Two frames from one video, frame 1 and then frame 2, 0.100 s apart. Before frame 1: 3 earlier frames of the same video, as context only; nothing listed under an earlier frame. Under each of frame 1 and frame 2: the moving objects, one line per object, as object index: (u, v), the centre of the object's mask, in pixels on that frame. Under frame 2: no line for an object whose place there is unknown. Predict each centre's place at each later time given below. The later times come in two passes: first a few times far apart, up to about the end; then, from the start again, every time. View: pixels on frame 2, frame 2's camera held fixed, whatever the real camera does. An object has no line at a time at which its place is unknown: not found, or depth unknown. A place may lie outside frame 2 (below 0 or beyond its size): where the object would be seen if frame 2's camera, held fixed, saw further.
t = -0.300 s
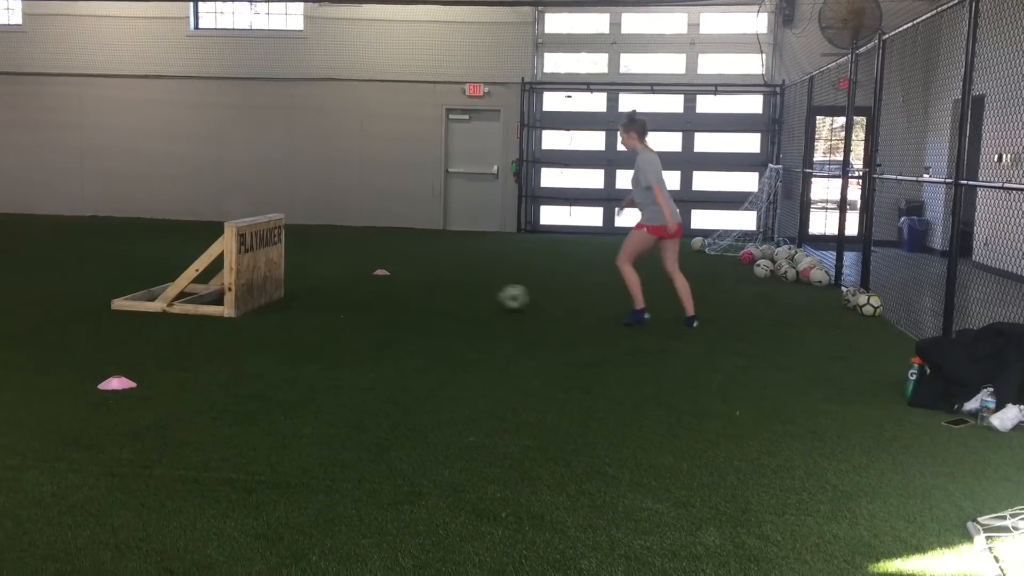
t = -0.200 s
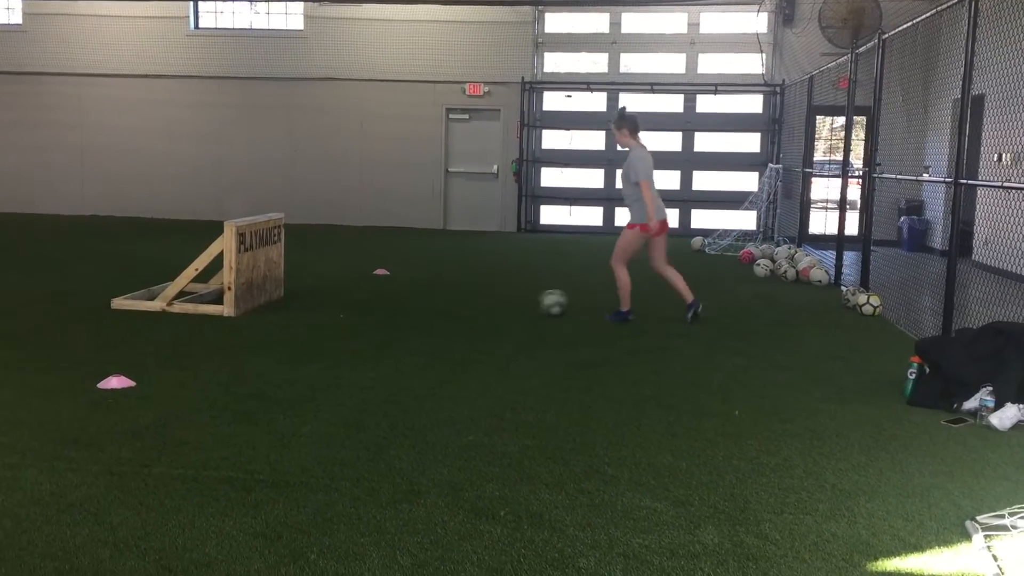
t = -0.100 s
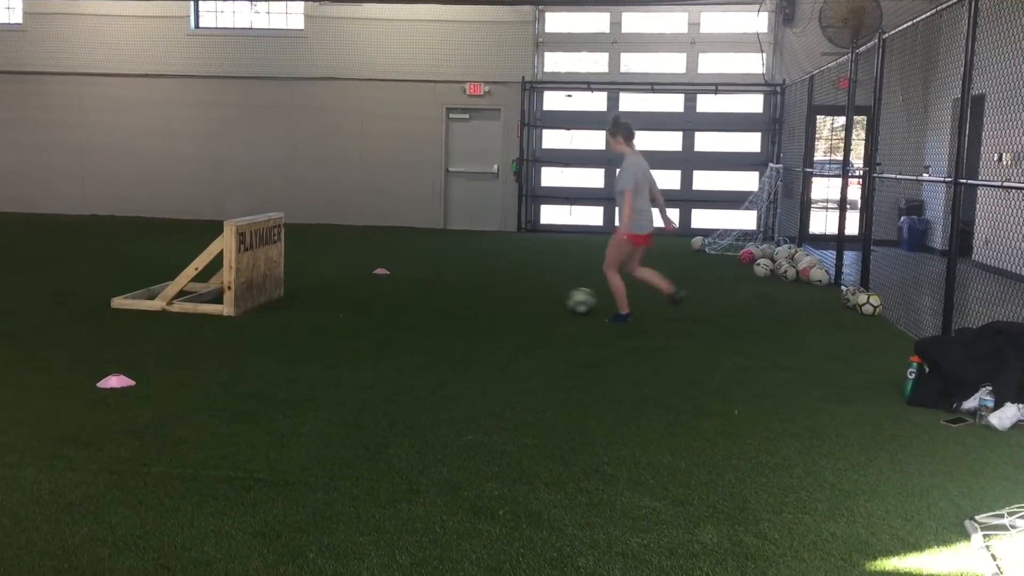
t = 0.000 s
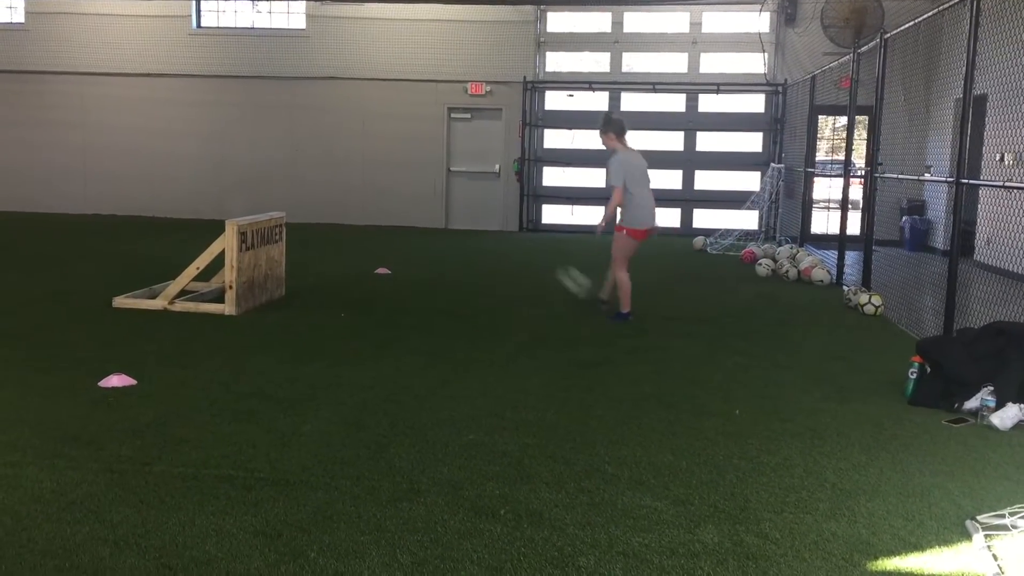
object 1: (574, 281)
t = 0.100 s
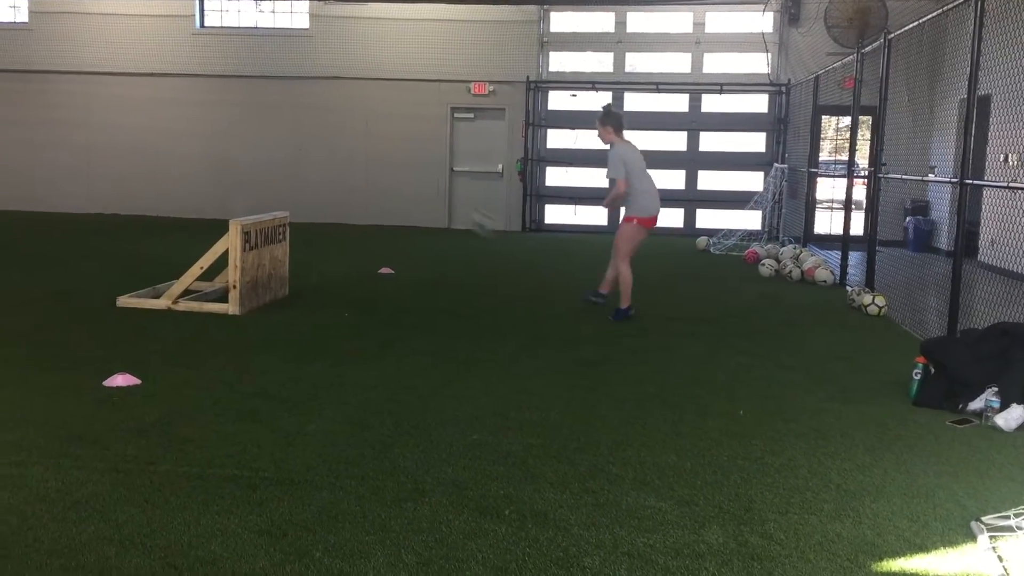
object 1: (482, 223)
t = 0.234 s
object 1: (360, 167)
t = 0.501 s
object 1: (132, 112)
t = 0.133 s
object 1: (448, 210)
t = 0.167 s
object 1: (423, 194)
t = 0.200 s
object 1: (389, 181)
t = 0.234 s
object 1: (360, 167)
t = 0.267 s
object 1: (328, 154)
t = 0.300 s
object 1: (301, 144)
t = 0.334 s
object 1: (273, 135)
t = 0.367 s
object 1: (243, 128)
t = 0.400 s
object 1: (216, 122)
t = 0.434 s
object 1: (187, 117)
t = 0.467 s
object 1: (160, 113)
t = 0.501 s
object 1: (132, 112)
